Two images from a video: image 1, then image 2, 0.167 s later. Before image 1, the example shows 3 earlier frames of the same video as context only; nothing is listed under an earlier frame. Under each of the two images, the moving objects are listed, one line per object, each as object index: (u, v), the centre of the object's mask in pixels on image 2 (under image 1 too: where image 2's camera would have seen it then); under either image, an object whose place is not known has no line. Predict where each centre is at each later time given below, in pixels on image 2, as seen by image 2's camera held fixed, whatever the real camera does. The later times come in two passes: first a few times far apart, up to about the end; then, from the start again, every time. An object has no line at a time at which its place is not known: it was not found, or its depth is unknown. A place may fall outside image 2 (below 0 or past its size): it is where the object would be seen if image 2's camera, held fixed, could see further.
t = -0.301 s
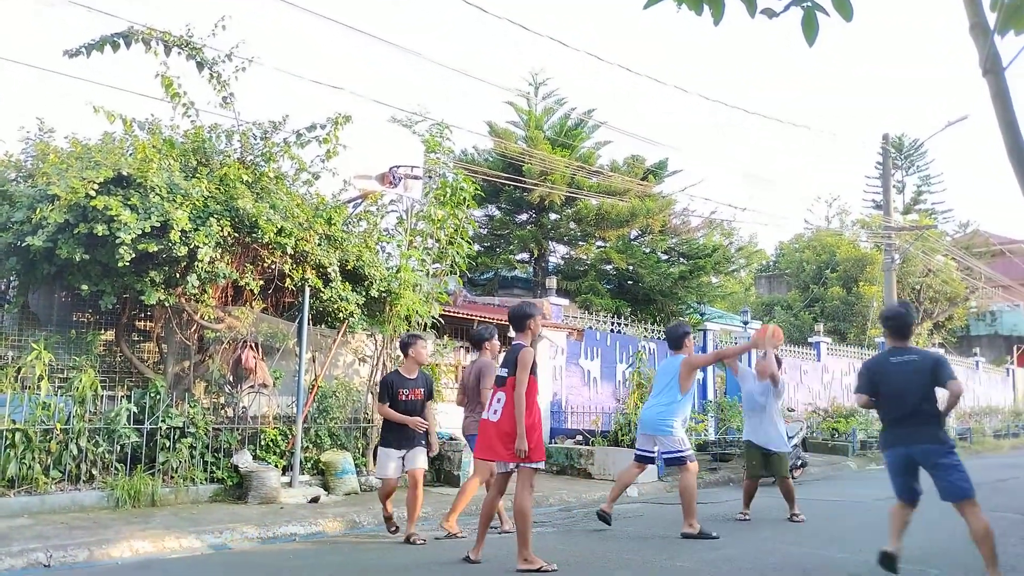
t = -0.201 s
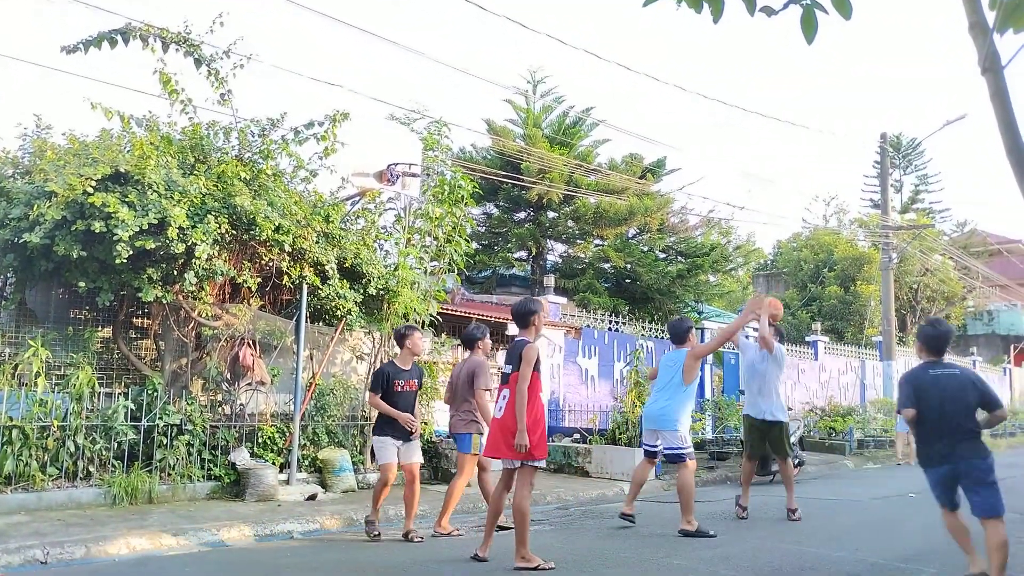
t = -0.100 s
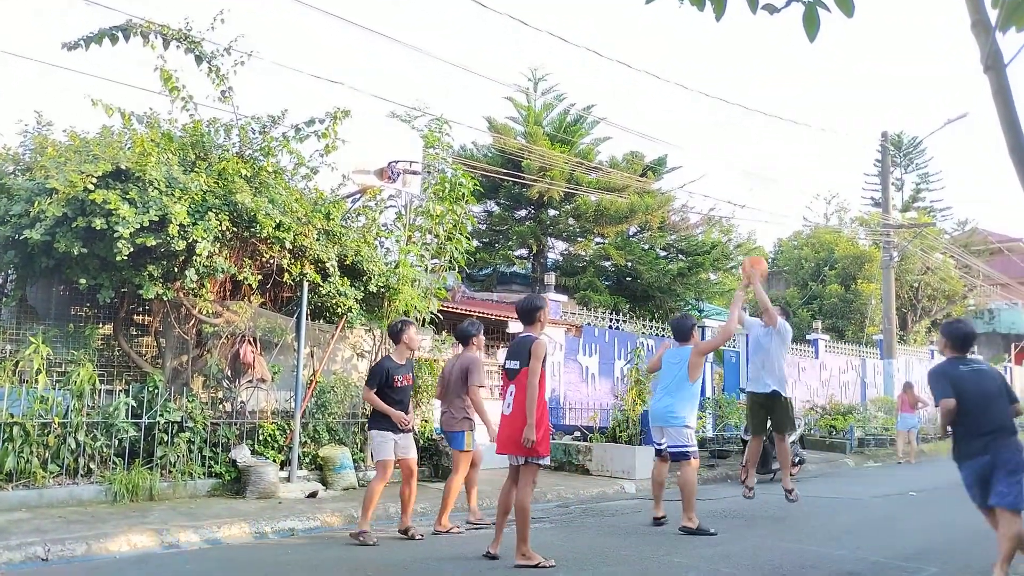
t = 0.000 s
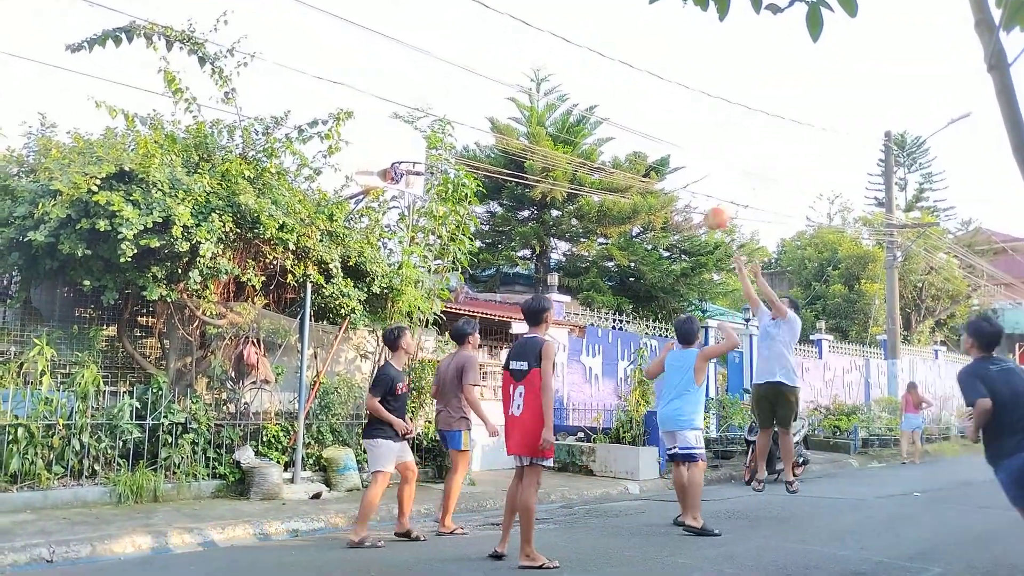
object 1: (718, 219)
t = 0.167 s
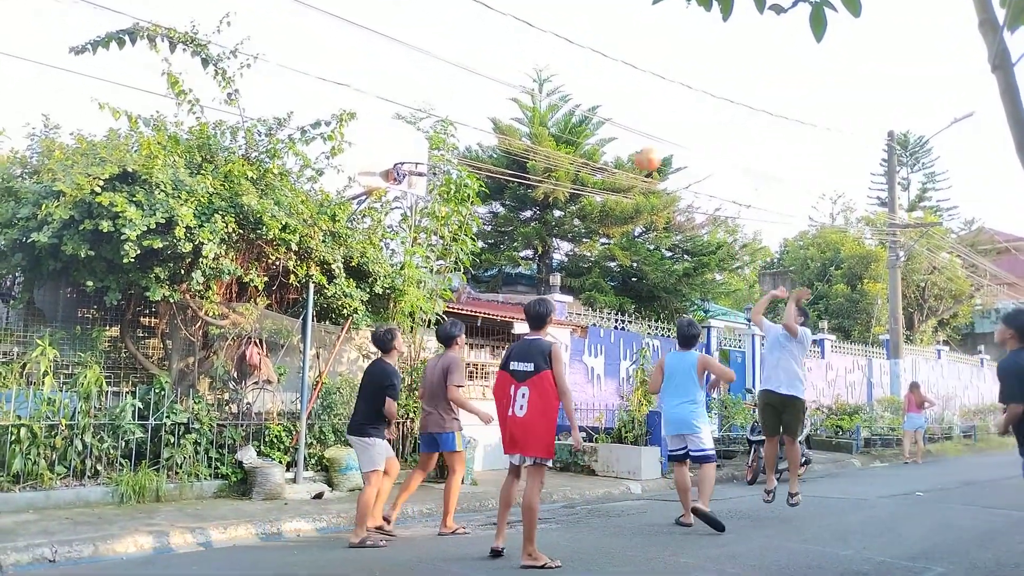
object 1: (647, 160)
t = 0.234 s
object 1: (617, 143)
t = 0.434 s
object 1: (535, 122)
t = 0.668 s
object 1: (435, 148)
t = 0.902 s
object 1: (438, 145)
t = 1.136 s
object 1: (460, 155)
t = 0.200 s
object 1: (633, 152)
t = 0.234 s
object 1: (617, 143)
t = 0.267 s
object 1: (603, 136)
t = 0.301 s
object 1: (590, 131)
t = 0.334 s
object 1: (577, 127)
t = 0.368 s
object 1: (563, 125)
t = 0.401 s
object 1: (549, 123)
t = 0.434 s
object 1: (535, 122)
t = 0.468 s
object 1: (521, 123)
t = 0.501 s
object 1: (505, 126)
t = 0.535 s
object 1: (491, 128)
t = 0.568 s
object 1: (475, 131)
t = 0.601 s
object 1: (461, 135)
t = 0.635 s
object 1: (447, 141)
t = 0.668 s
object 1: (435, 148)
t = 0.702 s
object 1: (426, 154)
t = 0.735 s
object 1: (425, 158)
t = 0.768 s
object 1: (425, 161)
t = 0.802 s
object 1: (428, 155)
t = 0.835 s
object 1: (432, 151)
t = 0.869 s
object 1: (435, 147)
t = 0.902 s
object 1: (438, 145)
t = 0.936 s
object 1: (441, 143)
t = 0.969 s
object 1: (443, 142)
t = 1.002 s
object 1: (446, 143)
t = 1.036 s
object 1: (448, 145)
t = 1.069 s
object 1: (453, 147)
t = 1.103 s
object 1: (457, 150)
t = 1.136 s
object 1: (460, 155)
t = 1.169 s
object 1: (463, 162)
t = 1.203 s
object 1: (467, 170)
